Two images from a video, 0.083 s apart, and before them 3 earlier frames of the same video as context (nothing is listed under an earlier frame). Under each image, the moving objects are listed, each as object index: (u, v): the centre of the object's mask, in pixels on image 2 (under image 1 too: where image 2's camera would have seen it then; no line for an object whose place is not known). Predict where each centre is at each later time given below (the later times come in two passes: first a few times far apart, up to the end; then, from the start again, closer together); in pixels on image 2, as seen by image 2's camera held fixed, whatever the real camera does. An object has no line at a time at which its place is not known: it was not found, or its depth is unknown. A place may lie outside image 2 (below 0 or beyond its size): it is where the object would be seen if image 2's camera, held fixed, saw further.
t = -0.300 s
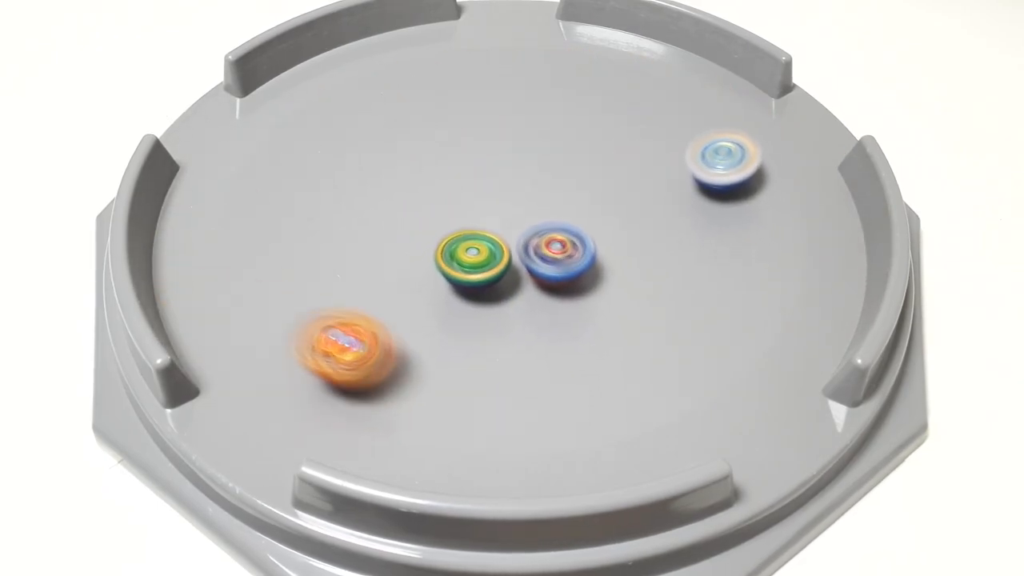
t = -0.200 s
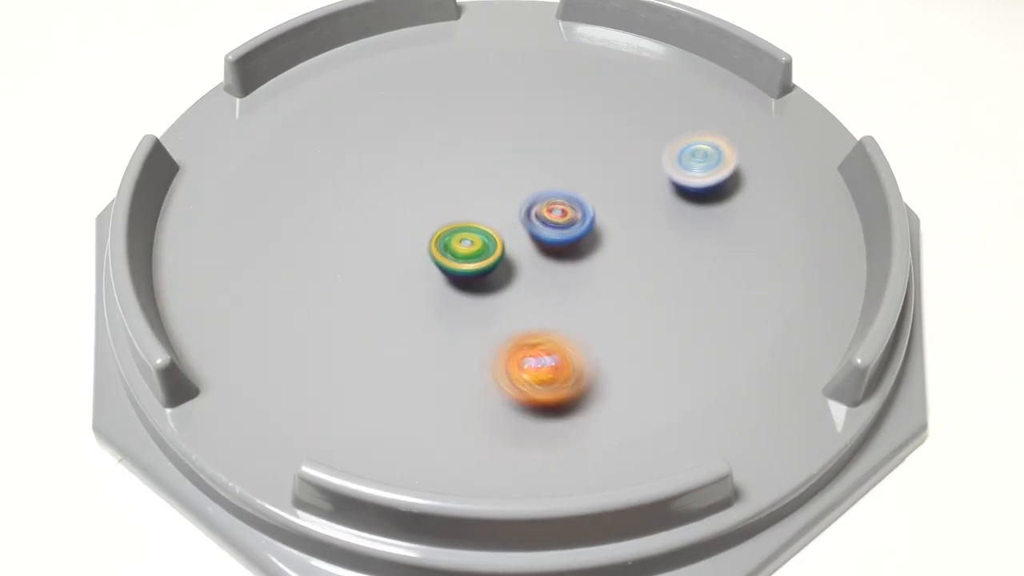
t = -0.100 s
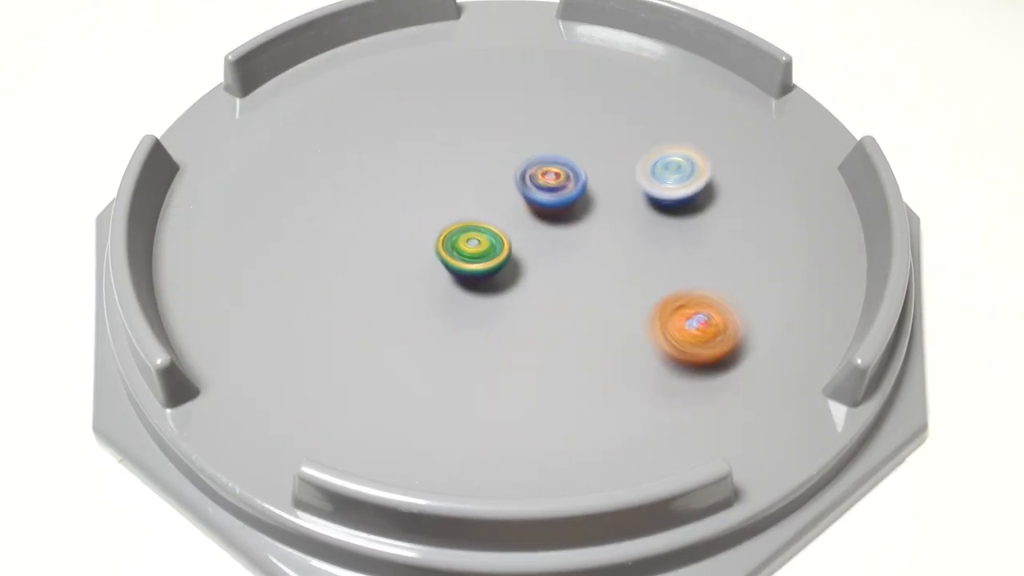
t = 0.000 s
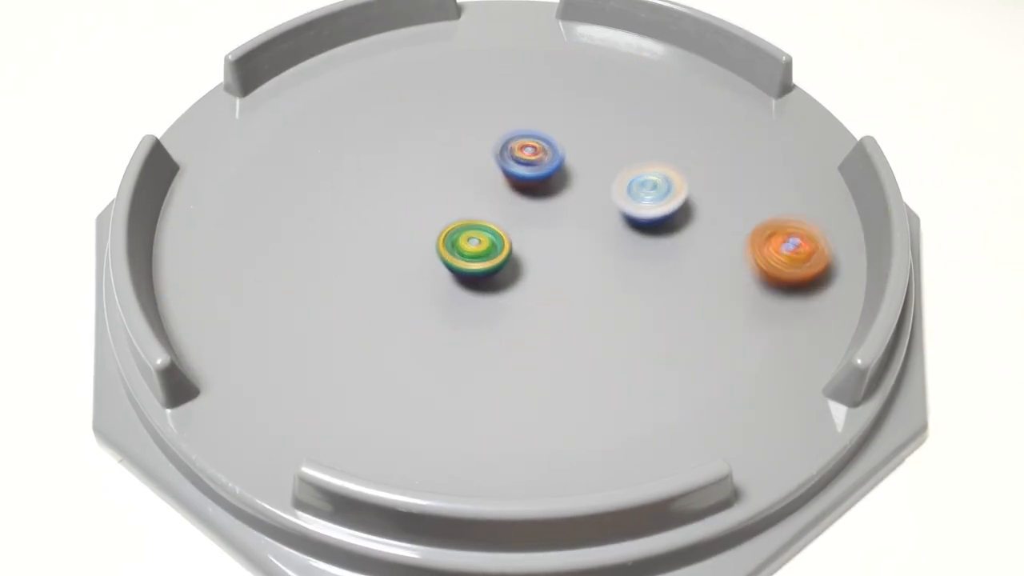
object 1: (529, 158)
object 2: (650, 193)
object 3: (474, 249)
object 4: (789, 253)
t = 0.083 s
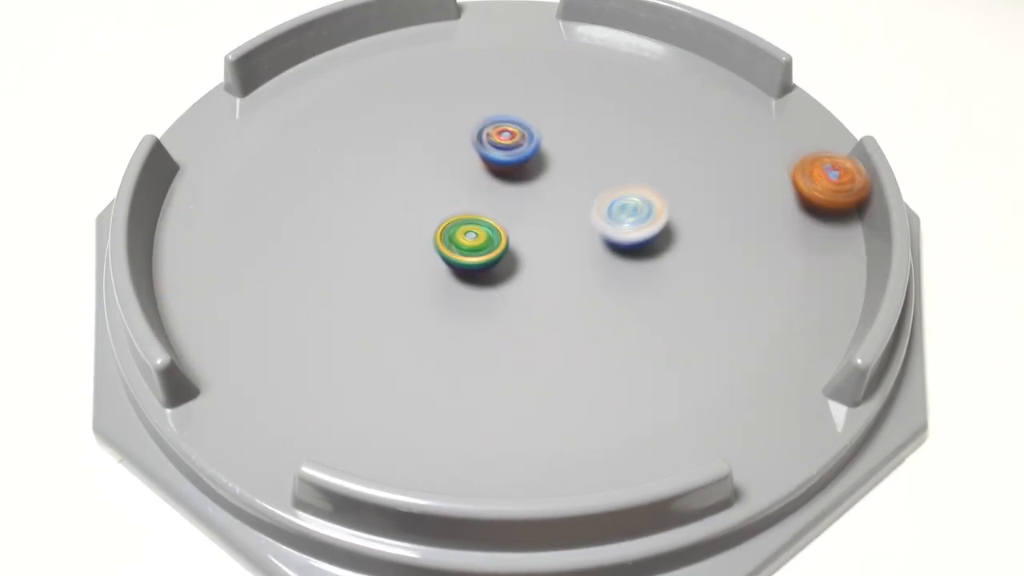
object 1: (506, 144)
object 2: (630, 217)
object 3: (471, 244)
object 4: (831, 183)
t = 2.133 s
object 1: (609, 184)
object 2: (329, 97)
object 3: (810, 130)
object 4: (316, 164)
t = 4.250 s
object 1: (391, 221)
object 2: (287, 212)
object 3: (450, 167)
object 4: (666, 385)
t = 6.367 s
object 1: (517, 167)
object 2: (480, 112)
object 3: (532, 246)
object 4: (328, 180)
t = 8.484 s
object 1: (631, 231)
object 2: (615, 179)
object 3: (542, 238)
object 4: (517, 170)
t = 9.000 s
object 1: (631, 231)
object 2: (632, 171)
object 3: (501, 203)
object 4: (510, 149)
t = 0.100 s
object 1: (501, 141)
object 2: (626, 221)
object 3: (471, 241)
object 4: (816, 169)
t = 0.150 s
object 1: (485, 133)
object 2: (616, 237)
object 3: (474, 237)
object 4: (760, 136)
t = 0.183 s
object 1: (473, 130)
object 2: (609, 249)
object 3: (477, 233)
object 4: (727, 118)
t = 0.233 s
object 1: (456, 127)
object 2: (602, 267)
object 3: (484, 229)
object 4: (678, 93)
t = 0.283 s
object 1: (438, 125)
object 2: (597, 286)
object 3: (490, 227)
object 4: (632, 72)
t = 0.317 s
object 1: (426, 126)
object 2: (596, 298)
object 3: (494, 225)
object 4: (602, 61)
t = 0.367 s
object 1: (409, 129)
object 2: (597, 314)
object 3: (495, 220)
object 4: (555, 49)
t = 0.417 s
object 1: (394, 137)
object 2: (602, 326)
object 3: (496, 210)
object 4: (510, 41)
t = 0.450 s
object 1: (386, 142)
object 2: (606, 331)
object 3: (496, 203)
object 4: (479, 38)
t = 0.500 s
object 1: (377, 154)
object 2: (613, 337)
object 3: (496, 197)
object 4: (434, 36)
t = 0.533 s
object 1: (375, 162)
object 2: (617, 338)
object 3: (497, 196)
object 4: (405, 37)
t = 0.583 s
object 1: (375, 176)
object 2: (623, 338)
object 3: (496, 195)
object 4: (359, 39)
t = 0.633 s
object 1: (381, 189)
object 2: (628, 338)
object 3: (489, 192)
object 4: (323, 57)
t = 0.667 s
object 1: (388, 197)
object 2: (630, 337)
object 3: (485, 191)
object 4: (305, 77)
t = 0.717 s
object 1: (401, 207)
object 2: (630, 333)
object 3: (483, 191)
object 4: (281, 111)
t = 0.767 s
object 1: (420, 217)
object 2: (628, 329)
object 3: (484, 190)
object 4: (262, 147)
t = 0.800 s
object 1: (416, 226)
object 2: (625, 326)
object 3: (500, 186)
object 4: (255, 173)
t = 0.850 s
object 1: (373, 253)
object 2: (618, 320)
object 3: (547, 172)
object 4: (252, 214)
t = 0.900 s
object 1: (334, 280)
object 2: (608, 315)
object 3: (575, 159)
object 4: (260, 254)
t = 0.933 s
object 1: (333, 306)
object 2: (600, 311)
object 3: (589, 151)
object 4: (254, 263)
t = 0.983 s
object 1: (336, 346)
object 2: (586, 305)
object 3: (607, 137)
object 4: (248, 286)
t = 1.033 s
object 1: (340, 381)
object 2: (571, 300)
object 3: (623, 126)
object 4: (253, 311)
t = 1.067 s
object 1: (343, 397)
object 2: (562, 296)
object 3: (633, 117)
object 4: (262, 329)
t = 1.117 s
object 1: (345, 421)
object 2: (547, 290)
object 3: (645, 103)
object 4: (287, 357)
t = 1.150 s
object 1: (368, 424)
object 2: (536, 287)
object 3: (654, 96)
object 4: (306, 364)
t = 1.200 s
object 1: (418, 443)
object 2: (517, 286)
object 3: (662, 85)
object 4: (338, 360)
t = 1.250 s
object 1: (456, 446)
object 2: (493, 285)
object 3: (667, 80)
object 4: (379, 350)
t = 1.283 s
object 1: (482, 441)
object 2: (478, 283)
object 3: (668, 77)
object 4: (404, 339)
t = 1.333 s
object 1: (515, 430)
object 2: (485, 255)
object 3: (667, 76)
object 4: (411, 327)
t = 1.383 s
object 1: (540, 415)
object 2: (517, 225)
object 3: (666, 72)
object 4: (390, 334)
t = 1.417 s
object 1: (553, 402)
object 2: (536, 212)
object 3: (664, 72)
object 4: (382, 332)
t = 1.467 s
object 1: (576, 382)
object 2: (555, 184)
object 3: (659, 72)
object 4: (376, 320)
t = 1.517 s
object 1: (597, 359)
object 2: (569, 158)
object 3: (651, 76)
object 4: (374, 303)
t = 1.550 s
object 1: (606, 344)
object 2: (574, 140)
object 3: (645, 79)
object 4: (372, 291)
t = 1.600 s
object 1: (618, 321)
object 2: (577, 118)
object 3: (640, 85)
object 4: (368, 271)
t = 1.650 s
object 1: (626, 300)
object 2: (553, 101)
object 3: (666, 84)
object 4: (363, 252)
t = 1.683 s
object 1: (630, 287)
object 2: (530, 90)
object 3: (685, 84)
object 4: (358, 239)
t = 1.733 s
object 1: (632, 269)
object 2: (496, 75)
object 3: (705, 83)
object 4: (350, 221)
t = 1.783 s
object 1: (633, 254)
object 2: (465, 65)
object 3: (719, 86)
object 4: (341, 205)
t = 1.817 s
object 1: (632, 244)
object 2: (444, 59)
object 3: (729, 87)
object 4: (335, 196)
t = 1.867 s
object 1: (629, 231)
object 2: (416, 55)
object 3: (747, 94)
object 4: (327, 183)
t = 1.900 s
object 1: (627, 223)
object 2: (400, 54)
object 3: (761, 98)
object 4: (322, 177)
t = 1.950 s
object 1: (624, 212)
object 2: (378, 60)
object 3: (782, 108)
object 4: (317, 169)
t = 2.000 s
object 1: (620, 202)
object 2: (361, 68)
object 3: (802, 118)
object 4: (312, 165)
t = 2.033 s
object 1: (617, 196)
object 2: (350, 76)
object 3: (815, 127)
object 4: (311, 163)
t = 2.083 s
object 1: (613, 190)
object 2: (336, 86)
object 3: (820, 129)
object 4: (311, 162)
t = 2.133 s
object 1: (609, 184)
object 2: (329, 97)
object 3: (810, 130)
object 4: (316, 164)
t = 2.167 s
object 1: (607, 180)
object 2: (327, 104)
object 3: (805, 133)
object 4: (321, 164)
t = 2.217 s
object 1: (606, 174)
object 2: (331, 110)
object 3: (798, 138)
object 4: (329, 176)
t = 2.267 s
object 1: (604, 168)
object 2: (351, 84)
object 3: (787, 144)
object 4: (327, 228)
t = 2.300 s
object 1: (603, 164)
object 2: (363, 68)
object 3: (777, 148)
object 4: (331, 260)
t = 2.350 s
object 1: (603, 157)
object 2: (379, 51)
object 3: (758, 155)
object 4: (347, 303)
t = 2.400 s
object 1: (602, 151)
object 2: (393, 40)
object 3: (728, 161)
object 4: (373, 338)
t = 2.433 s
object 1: (600, 147)
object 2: (402, 33)
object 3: (709, 166)
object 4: (394, 355)
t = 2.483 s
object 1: (598, 141)
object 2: (414, 26)
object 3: (684, 172)
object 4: (433, 376)
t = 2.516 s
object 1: (595, 139)
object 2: (423, 21)
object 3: (667, 176)
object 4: (462, 387)
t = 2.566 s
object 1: (590, 135)
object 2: (440, 22)
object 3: (645, 183)
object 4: (508, 401)
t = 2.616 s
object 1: (585, 133)
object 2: (459, 24)
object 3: (623, 187)
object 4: (558, 408)
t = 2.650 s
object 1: (580, 132)
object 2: (472, 25)
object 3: (608, 190)
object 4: (590, 409)
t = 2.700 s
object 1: (574, 130)
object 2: (491, 27)
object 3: (586, 195)
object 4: (640, 405)
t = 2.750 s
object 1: (567, 129)
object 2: (510, 28)
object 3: (564, 200)
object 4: (686, 394)
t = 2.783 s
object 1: (562, 130)
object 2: (520, 31)
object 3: (550, 202)
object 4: (715, 387)
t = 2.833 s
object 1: (554, 131)
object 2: (532, 36)
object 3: (529, 204)
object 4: (754, 372)
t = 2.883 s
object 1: (545, 133)
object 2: (540, 42)
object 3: (508, 206)
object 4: (786, 354)
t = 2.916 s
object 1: (540, 135)
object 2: (546, 47)
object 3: (497, 207)
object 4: (803, 337)
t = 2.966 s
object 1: (531, 139)
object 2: (552, 55)
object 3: (481, 209)
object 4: (820, 311)
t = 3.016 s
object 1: (522, 144)
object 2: (561, 64)
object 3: (468, 213)
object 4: (825, 282)
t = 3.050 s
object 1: (515, 148)
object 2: (568, 71)
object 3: (460, 216)
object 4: (824, 263)
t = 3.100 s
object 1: (505, 155)
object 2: (578, 80)
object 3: (446, 220)
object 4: (814, 235)
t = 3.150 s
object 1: (494, 163)
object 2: (590, 89)
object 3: (435, 221)
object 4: (797, 210)
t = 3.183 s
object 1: (488, 170)
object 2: (598, 97)
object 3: (428, 224)
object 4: (785, 195)
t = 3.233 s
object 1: (478, 181)
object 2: (611, 105)
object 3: (416, 227)
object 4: (763, 174)
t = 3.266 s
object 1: (473, 188)
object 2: (620, 111)
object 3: (407, 228)
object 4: (745, 160)
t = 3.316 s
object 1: (466, 201)
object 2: (633, 119)
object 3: (391, 224)
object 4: (715, 142)
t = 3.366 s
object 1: (464, 213)
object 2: (611, 111)
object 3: (380, 219)
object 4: (723, 142)
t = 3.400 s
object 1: (463, 221)
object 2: (578, 99)
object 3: (377, 217)
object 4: (746, 156)
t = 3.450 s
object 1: (466, 232)
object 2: (533, 85)
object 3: (375, 214)
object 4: (771, 172)
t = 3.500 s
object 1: (471, 242)
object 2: (492, 74)
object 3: (377, 210)
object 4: (784, 184)
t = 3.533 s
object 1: (474, 248)
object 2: (468, 69)
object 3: (378, 207)
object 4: (787, 190)
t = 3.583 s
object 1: (480, 257)
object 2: (438, 67)
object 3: (380, 205)
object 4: (784, 196)
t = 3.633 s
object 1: (485, 264)
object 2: (412, 70)
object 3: (383, 203)
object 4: (774, 200)
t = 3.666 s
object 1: (488, 268)
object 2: (397, 74)
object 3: (387, 202)
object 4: (764, 203)
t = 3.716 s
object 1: (492, 274)
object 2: (374, 81)
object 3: (390, 199)
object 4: (744, 209)
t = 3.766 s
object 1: (497, 278)
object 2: (350, 90)
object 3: (393, 198)
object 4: (720, 216)
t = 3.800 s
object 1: (500, 280)
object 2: (333, 96)
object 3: (395, 196)
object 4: (703, 223)
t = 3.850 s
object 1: (504, 283)
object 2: (312, 107)
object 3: (397, 195)
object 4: (679, 237)
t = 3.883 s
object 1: (507, 285)
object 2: (301, 114)
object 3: (398, 192)
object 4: (663, 246)
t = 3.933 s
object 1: (511, 286)
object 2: (288, 125)
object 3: (402, 186)
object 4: (640, 263)
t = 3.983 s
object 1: (514, 287)
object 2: (278, 137)
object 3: (408, 180)
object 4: (620, 279)
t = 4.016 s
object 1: (517, 287)
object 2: (274, 146)
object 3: (412, 177)
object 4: (606, 290)
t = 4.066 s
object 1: (498, 277)
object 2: (271, 159)
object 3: (419, 173)
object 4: (609, 314)
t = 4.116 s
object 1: (460, 260)
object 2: (270, 171)
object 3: (427, 171)
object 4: (622, 341)
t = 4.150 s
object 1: (439, 249)
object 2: (271, 182)
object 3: (433, 169)
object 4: (630, 355)
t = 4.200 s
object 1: (412, 232)
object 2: (276, 196)
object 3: (441, 167)
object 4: (647, 373)
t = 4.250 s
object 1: (391, 221)
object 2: (287, 212)
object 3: (450, 167)
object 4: (666, 385)
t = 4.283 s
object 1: (382, 214)
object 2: (298, 222)
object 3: (455, 167)
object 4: (678, 390)
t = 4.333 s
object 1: (389, 201)
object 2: (302, 237)
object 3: (463, 168)
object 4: (690, 398)
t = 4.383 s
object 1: (404, 193)
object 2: (298, 252)
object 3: (482, 168)
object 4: (689, 407)
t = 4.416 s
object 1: (403, 187)
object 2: (299, 260)
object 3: (502, 166)
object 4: (686, 412)
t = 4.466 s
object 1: (406, 182)
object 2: (307, 270)
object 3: (525, 166)
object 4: (680, 419)
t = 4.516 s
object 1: (410, 177)
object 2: (320, 279)
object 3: (542, 168)
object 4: (672, 423)
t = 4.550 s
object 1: (414, 175)
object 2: (331, 283)
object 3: (553, 170)
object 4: (667, 425)
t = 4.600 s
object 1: (420, 174)
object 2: (347, 287)
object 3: (570, 172)
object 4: (659, 424)
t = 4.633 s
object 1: (424, 172)
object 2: (359, 288)
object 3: (581, 173)
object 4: (651, 422)
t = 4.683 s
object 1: (428, 171)
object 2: (376, 290)
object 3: (597, 177)
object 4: (638, 418)
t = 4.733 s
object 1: (431, 171)
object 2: (393, 288)
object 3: (613, 182)
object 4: (625, 411)
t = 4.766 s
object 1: (434, 169)
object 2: (404, 286)
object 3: (623, 186)
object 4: (618, 403)
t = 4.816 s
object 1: (438, 170)
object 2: (420, 283)
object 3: (637, 191)
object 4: (612, 385)
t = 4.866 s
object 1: (441, 171)
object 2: (436, 277)
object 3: (651, 197)
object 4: (602, 364)
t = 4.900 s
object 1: (445, 170)
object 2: (445, 273)
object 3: (659, 202)
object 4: (591, 350)
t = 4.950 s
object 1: (452, 174)
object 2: (457, 266)
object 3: (669, 209)
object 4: (573, 330)
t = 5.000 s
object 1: (459, 179)
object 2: (469, 256)
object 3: (679, 215)
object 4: (552, 312)
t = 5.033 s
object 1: (464, 181)
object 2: (477, 250)
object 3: (684, 220)
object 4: (537, 301)
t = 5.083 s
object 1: (471, 183)
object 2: (485, 234)
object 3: (690, 227)
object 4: (522, 293)
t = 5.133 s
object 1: (483, 166)
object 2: (490, 231)
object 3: (694, 234)
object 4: (507, 291)
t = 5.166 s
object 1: (491, 156)
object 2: (494, 226)
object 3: (695, 239)
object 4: (496, 293)
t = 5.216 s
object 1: (500, 143)
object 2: (501, 216)
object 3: (696, 246)
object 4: (476, 293)
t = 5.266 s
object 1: (506, 136)
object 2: (506, 207)
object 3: (694, 253)
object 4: (454, 294)
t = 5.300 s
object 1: (507, 132)
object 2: (507, 201)
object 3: (690, 256)
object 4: (441, 294)
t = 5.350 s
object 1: (510, 128)
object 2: (507, 193)
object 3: (684, 263)
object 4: (423, 294)
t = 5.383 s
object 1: (512, 124)
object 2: (507, 189)
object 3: (678, 266)
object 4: (413, 295)
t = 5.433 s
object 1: (516, 121)
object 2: (504, 182)
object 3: (668, 272)
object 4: (401, 295)
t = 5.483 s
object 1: (523, 119)
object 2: (500, 175)
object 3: (656, 276)
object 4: (391, 295)
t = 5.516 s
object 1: (528, 119)
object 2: (497, 171)
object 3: (647, 279)
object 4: (387, 294)
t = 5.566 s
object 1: (534, 119)
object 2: (493, 166)
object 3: (633, 282)
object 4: (385, 293)
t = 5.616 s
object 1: (541, 122)
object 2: (490, 160)
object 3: (617, 284)
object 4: (385, 290)
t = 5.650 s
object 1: (545, 125)
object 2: (490, 157)
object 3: (606, 285)
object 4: (385, 287)
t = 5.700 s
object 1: (555, 128)
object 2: (482, 156)
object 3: (590, 285)
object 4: (387, 283)
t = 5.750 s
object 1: (568, 133)
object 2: (469, 156)
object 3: (572, 284)
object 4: (392, 277)
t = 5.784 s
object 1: (574, 136)
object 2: (461, 158)
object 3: (561, 283)
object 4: (395, 272)
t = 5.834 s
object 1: (577, 144)
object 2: (450, 162)
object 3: (543, 280)
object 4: (399, 264)
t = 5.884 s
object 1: (577, 152)
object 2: (441, 168)
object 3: (526, 275)
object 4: (403, 254)
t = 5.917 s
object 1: (576, 155)
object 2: (436, 171)
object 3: (515, 272)
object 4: (408, 246)
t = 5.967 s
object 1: (572, 162)
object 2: (430, 176)
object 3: (500, 266)
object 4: (412, 232)
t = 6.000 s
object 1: (570, 164)
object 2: (432, 176)
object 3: (490, 261)
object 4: (412, 231)
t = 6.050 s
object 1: (565, 168)
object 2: (439, 168)
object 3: (478, 254)
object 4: (406, 233)
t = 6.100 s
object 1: (558, 171)
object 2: (445, 159)
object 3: (485, 255)
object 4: (389, 224)
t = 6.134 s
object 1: (554, 172)
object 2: (450, 152)
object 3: (491, 258)
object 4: (379, 217)
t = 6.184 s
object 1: (545, 171)
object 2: (457, 143)
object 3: (500, 258)
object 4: (366, 207)
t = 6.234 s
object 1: (536, 173)
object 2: (464, 134)
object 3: (509, 255)
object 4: (355, 199)
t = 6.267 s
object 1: (530, 171)
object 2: (468, 128)
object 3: (515, 253)
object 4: (347, 194)
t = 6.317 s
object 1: (523, 169)
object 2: (475, 119)
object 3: (523, 249)
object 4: (337, 186)
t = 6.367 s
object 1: (517, 167)
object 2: (480, 112)
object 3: (532, 246)
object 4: (328, 180)
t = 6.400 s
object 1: (516, 164)
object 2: (482, 108)
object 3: (538, 242)
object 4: (324, 177)
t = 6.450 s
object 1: (513, 160)
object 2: (485, 102)
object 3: (547, 237)
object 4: (319, 174)
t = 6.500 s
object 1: (511, 155)
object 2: (488, 98)
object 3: (554, 231)
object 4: (320, 173)
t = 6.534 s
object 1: (513, 151)
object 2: (489, 96)
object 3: (559, 227)
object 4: (322, 171)
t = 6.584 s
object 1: (516, 147)
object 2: (492, 95)
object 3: (565, 220)
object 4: (327, 172)
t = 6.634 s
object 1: (521, 145)
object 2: (493, 95)
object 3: (570, 213)
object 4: (334, 171)
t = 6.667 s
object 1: (523, 142)
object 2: (495, 95)
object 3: (573, 209)
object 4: (341, 172)
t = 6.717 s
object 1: (529, 141)
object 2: (498, 98)
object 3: (576, 203)
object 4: (356, 172)
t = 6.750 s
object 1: (535, 142)
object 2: (501, 100)
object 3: (577, 199)
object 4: (368, 172)
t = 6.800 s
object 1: (541, 150)
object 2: (503, 97)
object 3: (579, 193)
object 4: (387, 171)
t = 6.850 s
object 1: (544, 146)
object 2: (504, 95)
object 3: (585, 202)
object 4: (404, 169)
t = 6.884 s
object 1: (545, 143)
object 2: (504, 95)
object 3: (589, 207)
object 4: (414, 168)
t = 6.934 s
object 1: (546, 140)
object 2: (504, 94)
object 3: (595, 213)
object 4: (432, 165)
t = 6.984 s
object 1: (548, 139)
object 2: (505, 96)
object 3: (599, 219)
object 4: (449, 163)
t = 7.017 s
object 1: (547, 138)
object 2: (506, 98)
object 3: (601, 223)
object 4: (460, 163)
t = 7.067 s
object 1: (550, 141)
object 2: (506, 102)
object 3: (603, 229)
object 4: (478, 162)
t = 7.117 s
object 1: (552, 148)
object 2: (505, 105)
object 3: (604, 236)
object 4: (488, 161)
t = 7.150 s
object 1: (560, 152)
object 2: (506, 107)
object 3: (604, 240)
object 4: (493, 160)
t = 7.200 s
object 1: (577, 159)
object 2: (509, 110)
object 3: (602, 246)
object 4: (489, 162)
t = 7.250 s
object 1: (592, 171)
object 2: (521, 106)
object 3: (599, 251)
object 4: (475, 169)
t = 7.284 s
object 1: (601, 178)
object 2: (526, 104)
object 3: (597, 255)
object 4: (466, 172)
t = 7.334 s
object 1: (610, 190)
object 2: (533, 101)
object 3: (591, 259)
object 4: (455, 175)
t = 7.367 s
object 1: (612, 198)
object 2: (538, 100)
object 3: (587, 262)
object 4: (450, 177)
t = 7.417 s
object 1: (615, 207)
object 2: (544, 97)
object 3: (581, 265)
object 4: (441, 182)
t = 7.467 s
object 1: (618, 215)
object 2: (551, 96)
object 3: (573, 268)
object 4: (434, 188)
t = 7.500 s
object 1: (621, 217)
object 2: (557, 96)
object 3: (568, 270)
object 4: (431, 192)
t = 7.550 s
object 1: (624, 220)
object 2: (564, 96)
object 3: (559, 271)
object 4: (428, 199)
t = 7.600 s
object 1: (624, 221)
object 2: (571, 98)
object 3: (550, 272)
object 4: (427, 206)
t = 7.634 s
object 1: (624, 220)
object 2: (576, 99)
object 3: (544, 272)
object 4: (429, 210)
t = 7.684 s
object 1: (624, 219)
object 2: (582, 102)
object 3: (535, 270)
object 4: (432, 217)
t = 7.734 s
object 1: (625, 218)
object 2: (587, 107)
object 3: (526, 267)
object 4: (439, 224)
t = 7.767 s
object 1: (627, 217)
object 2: (590, 112)
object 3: (520, 266)
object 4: (444, 227)
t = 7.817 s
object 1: (629, 216)
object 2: (595, 119)
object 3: (513, 263)
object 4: (451, 232)
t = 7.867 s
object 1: (632, 216)
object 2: (599, 127)
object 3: (519, 266)
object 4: (454, 227)
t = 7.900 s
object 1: (634, 215)
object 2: (602, 133)
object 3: (522, 267)
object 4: (458, 224)
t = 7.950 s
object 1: (635, 215)
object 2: (605, 140)
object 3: (525, 267)
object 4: (466, 223)
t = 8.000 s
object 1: (634, 215)
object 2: (609, 150)
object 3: (526, 267)
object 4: (472, 220)
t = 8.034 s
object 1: (633, 215)
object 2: (610, 157)
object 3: (527, 266)
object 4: (477, 218)
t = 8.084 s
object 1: (633, 215)
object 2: (612, 167)
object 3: (528, 265)
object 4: (488, 214)
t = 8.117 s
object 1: (632, 215)
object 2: (615, 170)
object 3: (528, 265)
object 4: (493, 212)
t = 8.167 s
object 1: (632, 221)
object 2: (615, 171)
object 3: (530, 262)
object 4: (503, 206)
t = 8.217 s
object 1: (630, 222)
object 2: (613, 172)
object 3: (531, 260)
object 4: (511, 202)
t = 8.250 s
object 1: (630, 223)
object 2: (611, 172)
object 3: (532, 257)
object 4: (515, 198)
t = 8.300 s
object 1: (630, 223)
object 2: (607, 174)
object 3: (533, 255)
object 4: (522, 193)
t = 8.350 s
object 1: (630, 222)
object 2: (603, 176)
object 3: (535, 251)
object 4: (527, 188)
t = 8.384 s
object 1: (631, 222)
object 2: (602, 177)
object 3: (536, 248)
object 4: (527, 184)
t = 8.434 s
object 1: (633, 227)
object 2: (610, 179)
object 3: (539, 243)
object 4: (521, 177)
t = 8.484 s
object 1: (631, 231)
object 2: (615, 179)
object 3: (542, 238)
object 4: (517, 170)
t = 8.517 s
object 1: (629, 232)
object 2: (616, 179)
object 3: (544, 235)
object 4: (516, 167)
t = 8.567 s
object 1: (626, 233)
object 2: (617, 179)
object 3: (546, 229)
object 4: (513, 162)
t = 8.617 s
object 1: (625, 233)
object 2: (617, 179)
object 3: (549, 223)
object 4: (512, 159)
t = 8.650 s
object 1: (625, 233)
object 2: (617, 178)
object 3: (550, 218)
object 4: (509, 157)
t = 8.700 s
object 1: (625, 233)
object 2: (615, 179)
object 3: (551, 211)
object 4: (510, 156)
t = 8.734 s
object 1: (626, 233)
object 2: (617, 180)
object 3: (547, 207)
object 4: (508, 155)
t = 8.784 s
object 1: (628, 232)
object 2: (623, 178)
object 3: (534, 205)
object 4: (508, 154)
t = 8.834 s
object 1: (631, 231)
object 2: (629, 176)
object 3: (527, 201)
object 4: (506, 153)
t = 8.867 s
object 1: (631, 231)
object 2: (631, 174)
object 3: (521, 203)
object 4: (508, 152)
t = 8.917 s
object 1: (631, 231)
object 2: (634, 173)
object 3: (515, 203)
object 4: (510, 150)
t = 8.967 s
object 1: (631, 231)
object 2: (633, 172)
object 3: (507, 202)
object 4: (509, 149)
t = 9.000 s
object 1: (631, 231)
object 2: (632, 171)
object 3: (501, 203)
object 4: (510, 149)
